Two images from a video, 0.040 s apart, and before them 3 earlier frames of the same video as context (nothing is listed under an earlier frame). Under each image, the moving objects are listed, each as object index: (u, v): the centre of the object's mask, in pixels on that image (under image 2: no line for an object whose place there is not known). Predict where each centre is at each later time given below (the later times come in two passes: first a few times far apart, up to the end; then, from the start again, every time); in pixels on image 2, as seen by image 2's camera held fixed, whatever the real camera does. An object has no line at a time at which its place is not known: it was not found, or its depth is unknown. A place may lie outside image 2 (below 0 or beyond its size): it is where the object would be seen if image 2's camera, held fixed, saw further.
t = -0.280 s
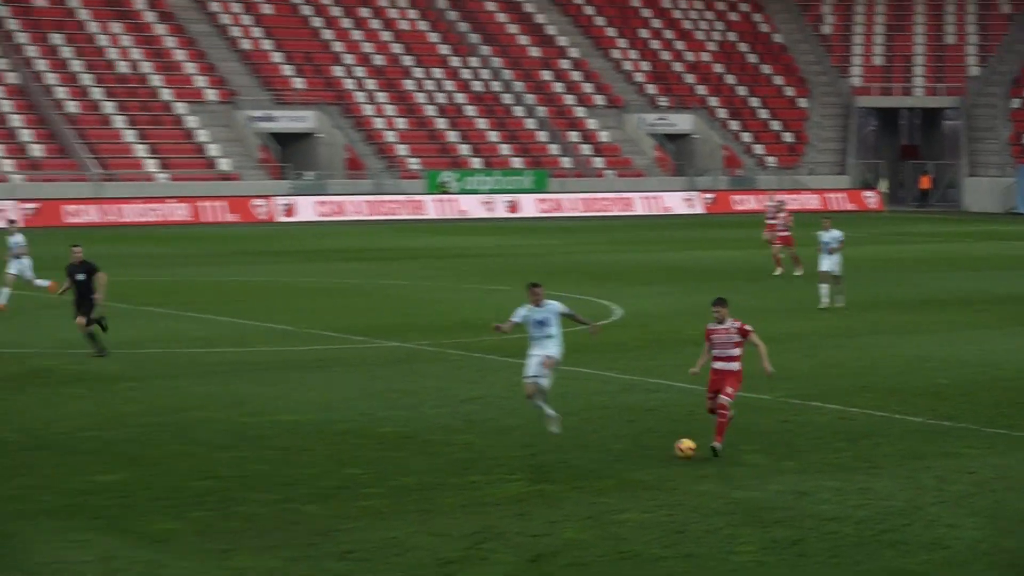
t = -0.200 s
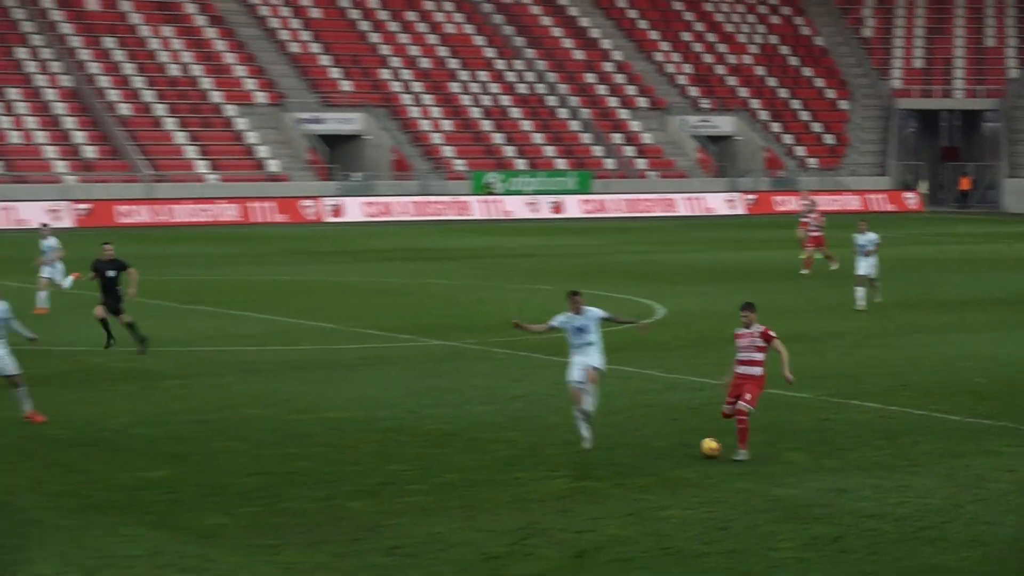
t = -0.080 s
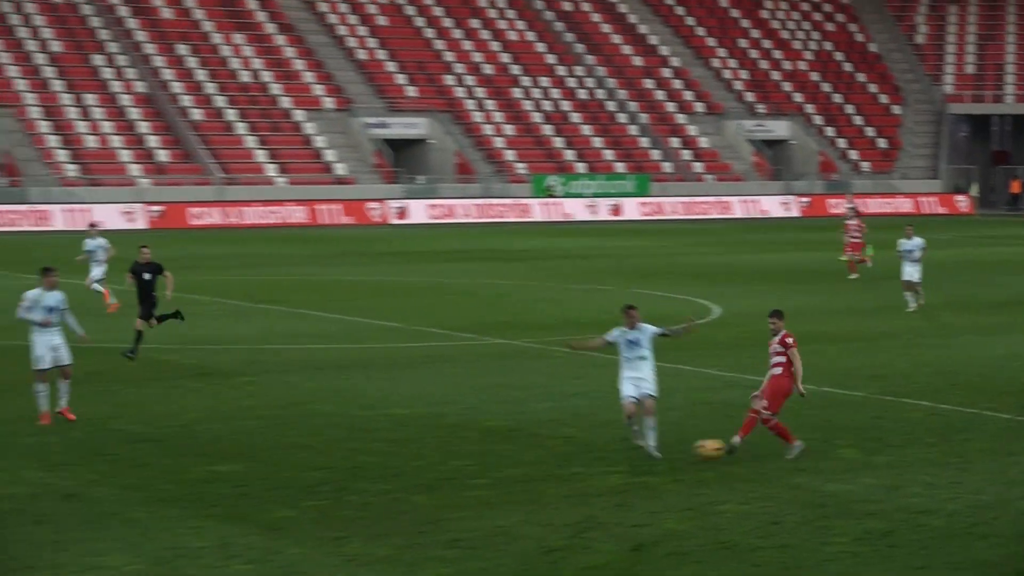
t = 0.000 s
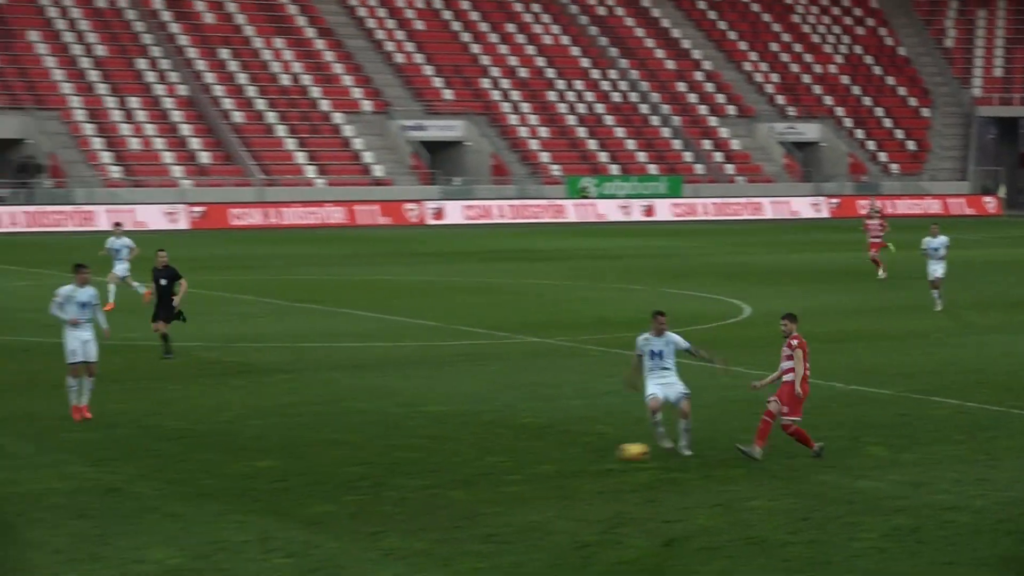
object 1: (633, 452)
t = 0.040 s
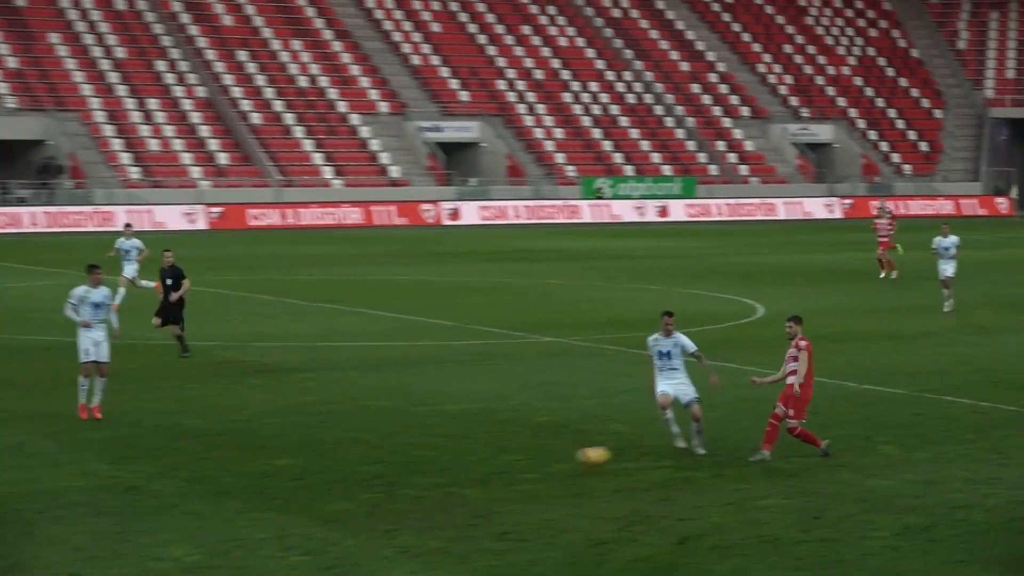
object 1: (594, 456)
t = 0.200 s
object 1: (358, 500)
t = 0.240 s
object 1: (295, 513)
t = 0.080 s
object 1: (538, 464)
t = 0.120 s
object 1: (480, 474)
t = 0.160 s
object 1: (420, 485)
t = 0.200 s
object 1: (358, 500)
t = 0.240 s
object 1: (295, 513)
